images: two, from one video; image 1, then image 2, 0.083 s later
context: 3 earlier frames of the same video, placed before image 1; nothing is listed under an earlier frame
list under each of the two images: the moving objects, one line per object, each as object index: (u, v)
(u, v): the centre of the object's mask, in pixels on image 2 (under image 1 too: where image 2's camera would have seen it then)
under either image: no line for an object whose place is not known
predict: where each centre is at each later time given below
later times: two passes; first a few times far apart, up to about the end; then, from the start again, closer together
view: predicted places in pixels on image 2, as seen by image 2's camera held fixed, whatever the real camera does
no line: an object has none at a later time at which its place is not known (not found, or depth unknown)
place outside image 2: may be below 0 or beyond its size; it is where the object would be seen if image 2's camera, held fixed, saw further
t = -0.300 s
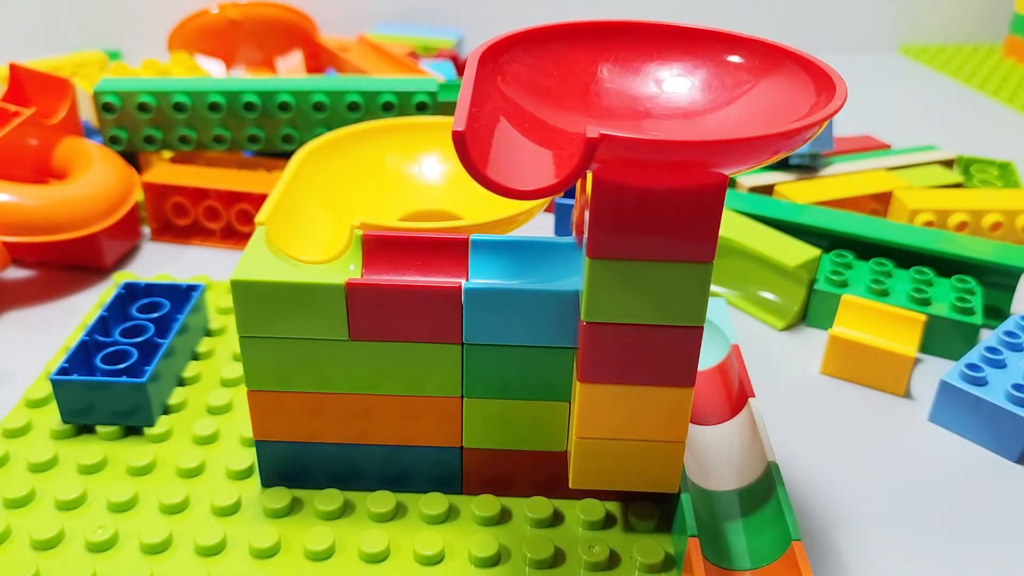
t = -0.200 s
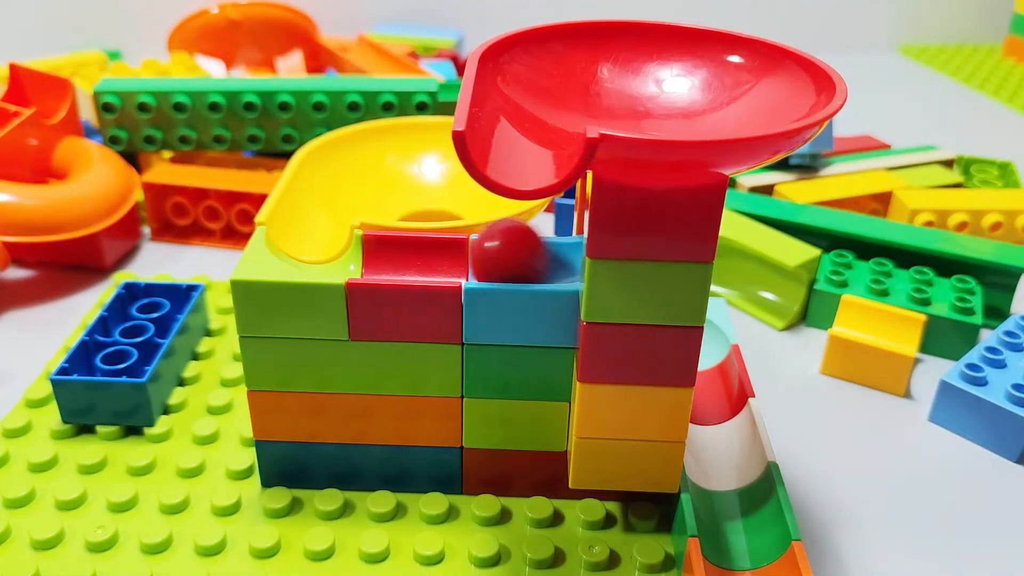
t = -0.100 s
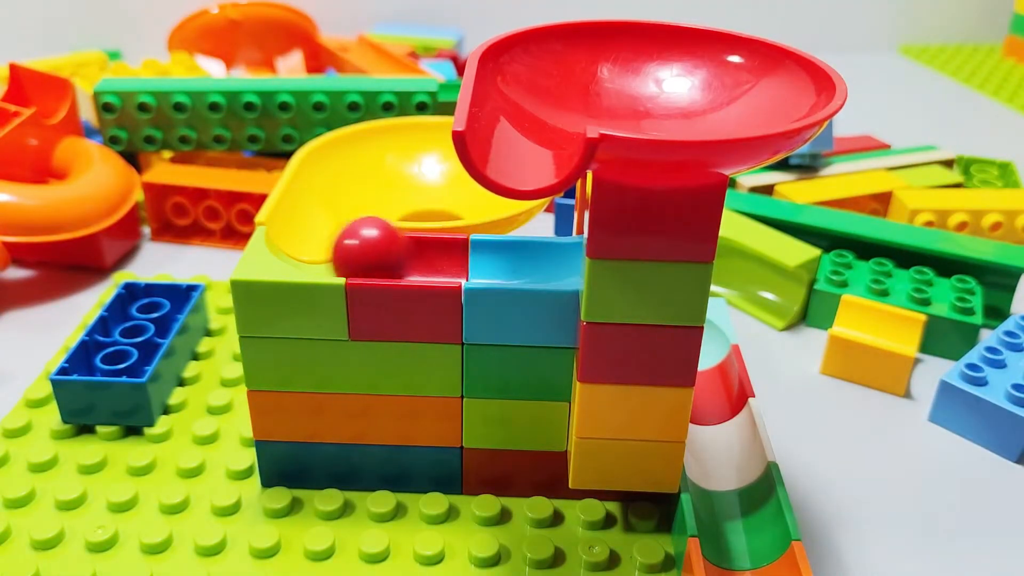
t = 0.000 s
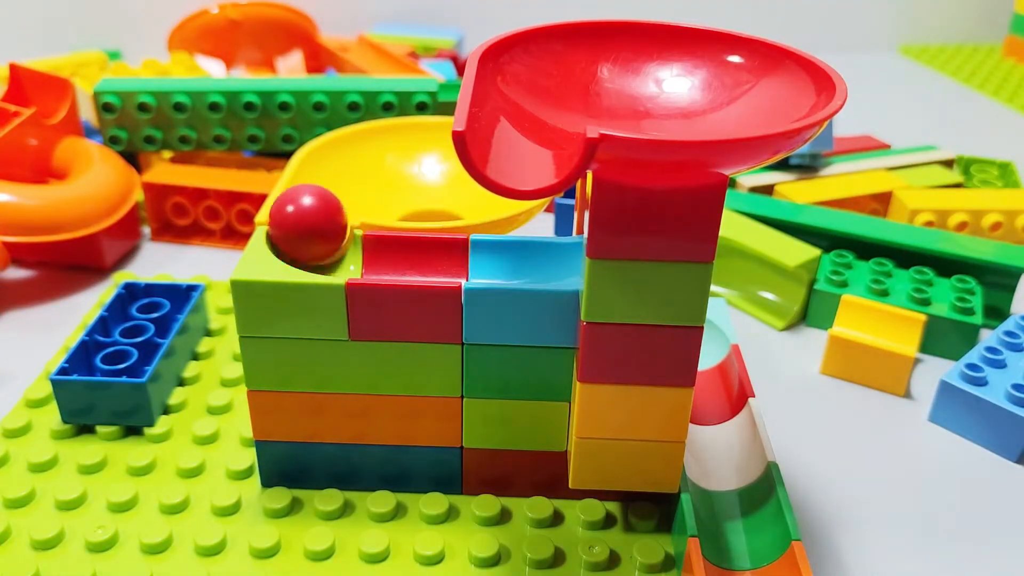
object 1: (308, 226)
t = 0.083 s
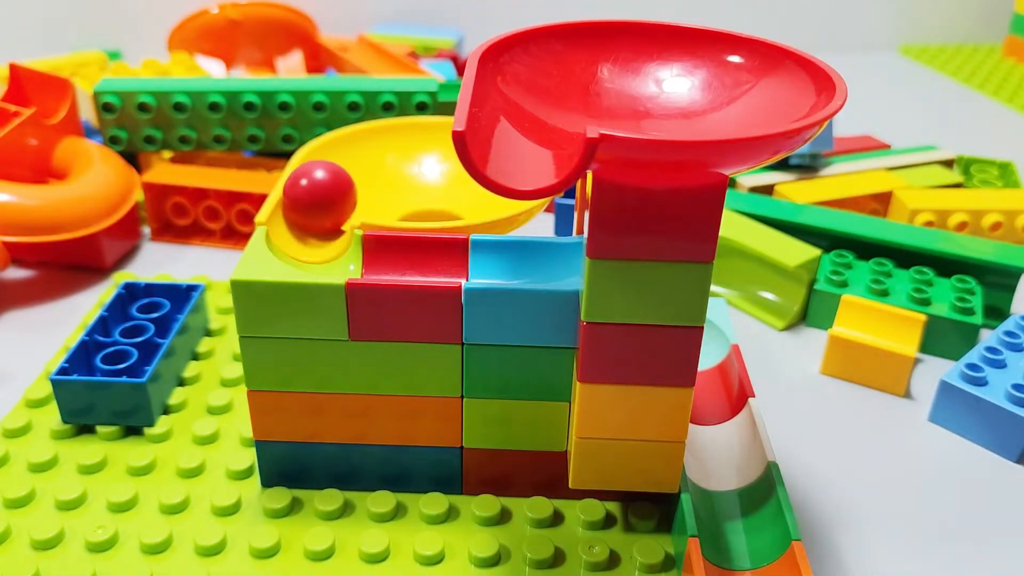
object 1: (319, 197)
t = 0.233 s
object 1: (386, 176)
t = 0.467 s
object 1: (490, 199)
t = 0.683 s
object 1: (331, 179)
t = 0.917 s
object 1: (479, 190)
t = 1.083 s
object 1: (470, 197)
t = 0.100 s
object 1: (321, 193)
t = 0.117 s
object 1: (325, 187)
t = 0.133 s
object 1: (328, 183)
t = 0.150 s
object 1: (333, 179)
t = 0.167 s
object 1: (339, 176)
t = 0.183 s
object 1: (347, 176)
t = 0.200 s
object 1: (357, 177)
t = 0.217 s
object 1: (371, 177)
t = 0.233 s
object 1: (386, 176)
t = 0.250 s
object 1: (403, 173)
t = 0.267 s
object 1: (420, 171)
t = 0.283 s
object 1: (436, 167)
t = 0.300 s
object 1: (447, 166)
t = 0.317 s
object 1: (455, 166)
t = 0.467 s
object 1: (490, 199)
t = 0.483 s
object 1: (481, 199)
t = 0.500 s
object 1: (470, 198)
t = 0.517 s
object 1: (458, 198)
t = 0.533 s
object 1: (442, 200)
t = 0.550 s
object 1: (425, 200)
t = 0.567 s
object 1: (408, 200)
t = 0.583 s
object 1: (391, 197)
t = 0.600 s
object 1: (376, 194)
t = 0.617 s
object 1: (361, 192)
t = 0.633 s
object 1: (350, 190)
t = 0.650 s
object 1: (342, 186)
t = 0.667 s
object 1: (336, 183)
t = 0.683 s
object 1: (331, 179)
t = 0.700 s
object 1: (329, 174)
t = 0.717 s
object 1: (330, 172)
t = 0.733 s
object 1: (335, 171)
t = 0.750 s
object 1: (342, 173)
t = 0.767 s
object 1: (352, 176)
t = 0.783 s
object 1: (364, 178)
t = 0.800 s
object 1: (379, 181)
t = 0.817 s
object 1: (394, 182)
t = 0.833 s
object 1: (411, 181)
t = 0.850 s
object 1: (428, 181)
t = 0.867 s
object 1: (444, 180)
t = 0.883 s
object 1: (456, 183)
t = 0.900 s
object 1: (467, 186)
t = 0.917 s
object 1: (479, 190)
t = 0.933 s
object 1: (491, 194)
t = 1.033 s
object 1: (499, 200)
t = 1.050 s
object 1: (490, 199)
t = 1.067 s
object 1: (481, 198)
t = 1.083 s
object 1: (470, 197)
